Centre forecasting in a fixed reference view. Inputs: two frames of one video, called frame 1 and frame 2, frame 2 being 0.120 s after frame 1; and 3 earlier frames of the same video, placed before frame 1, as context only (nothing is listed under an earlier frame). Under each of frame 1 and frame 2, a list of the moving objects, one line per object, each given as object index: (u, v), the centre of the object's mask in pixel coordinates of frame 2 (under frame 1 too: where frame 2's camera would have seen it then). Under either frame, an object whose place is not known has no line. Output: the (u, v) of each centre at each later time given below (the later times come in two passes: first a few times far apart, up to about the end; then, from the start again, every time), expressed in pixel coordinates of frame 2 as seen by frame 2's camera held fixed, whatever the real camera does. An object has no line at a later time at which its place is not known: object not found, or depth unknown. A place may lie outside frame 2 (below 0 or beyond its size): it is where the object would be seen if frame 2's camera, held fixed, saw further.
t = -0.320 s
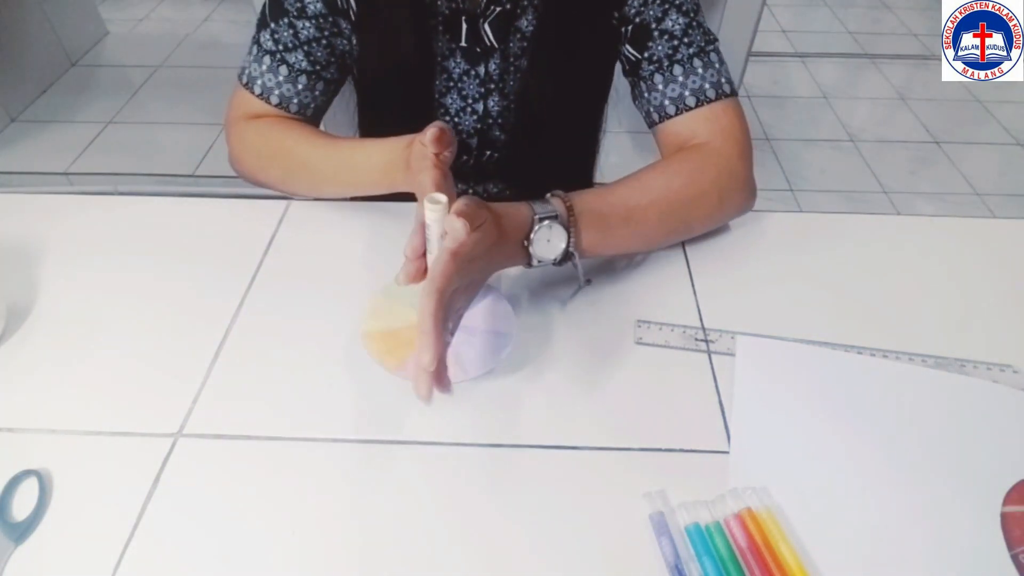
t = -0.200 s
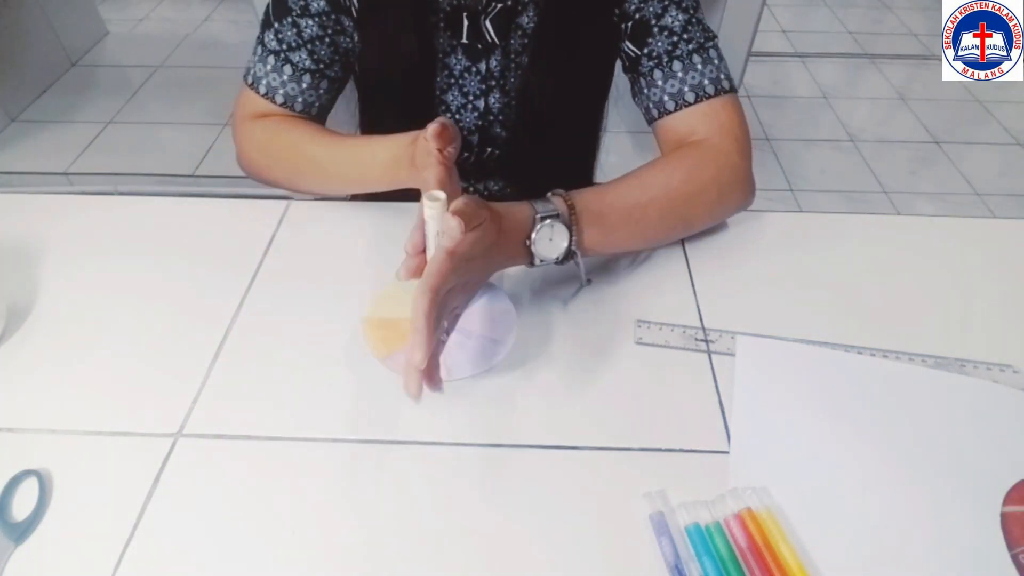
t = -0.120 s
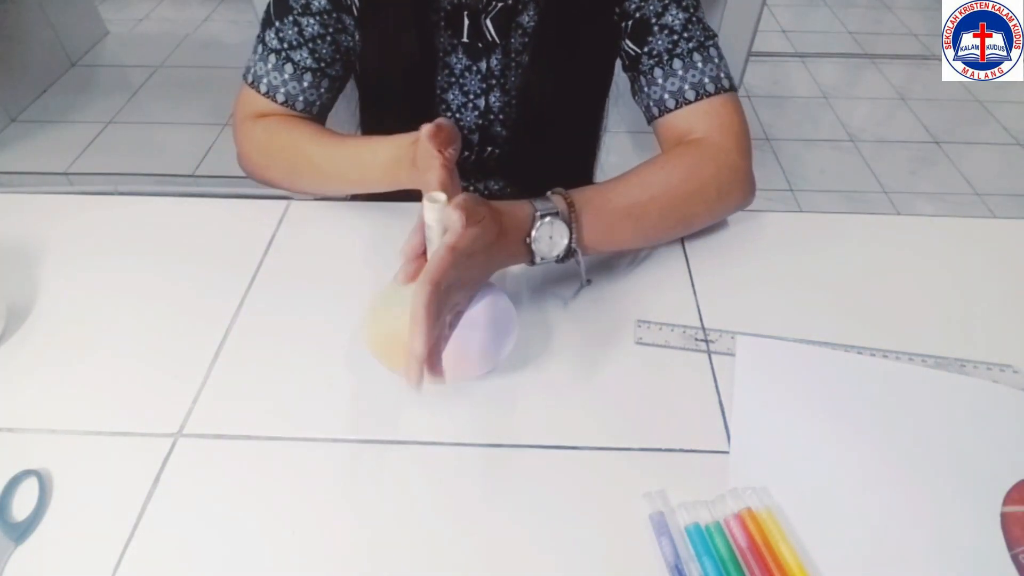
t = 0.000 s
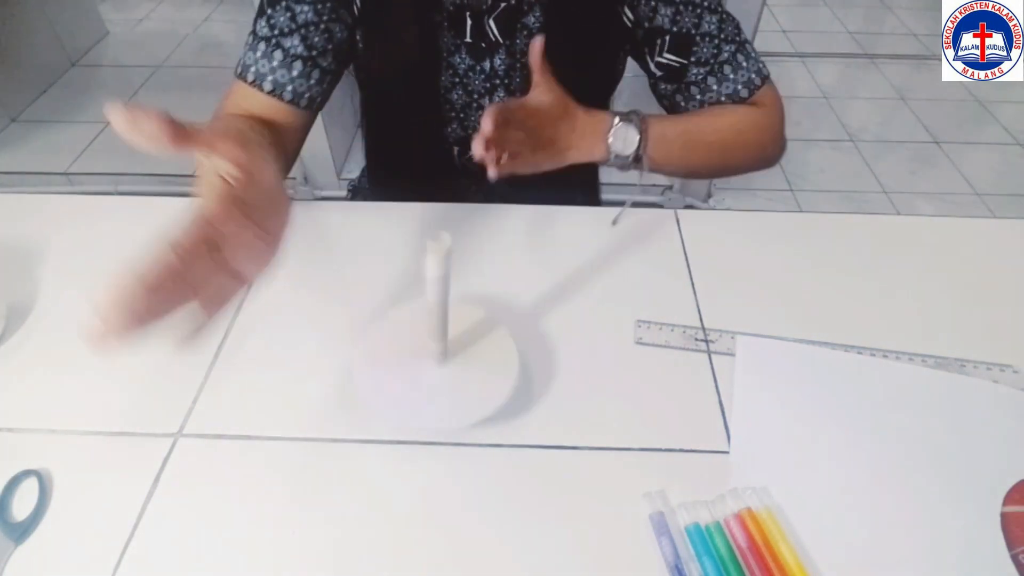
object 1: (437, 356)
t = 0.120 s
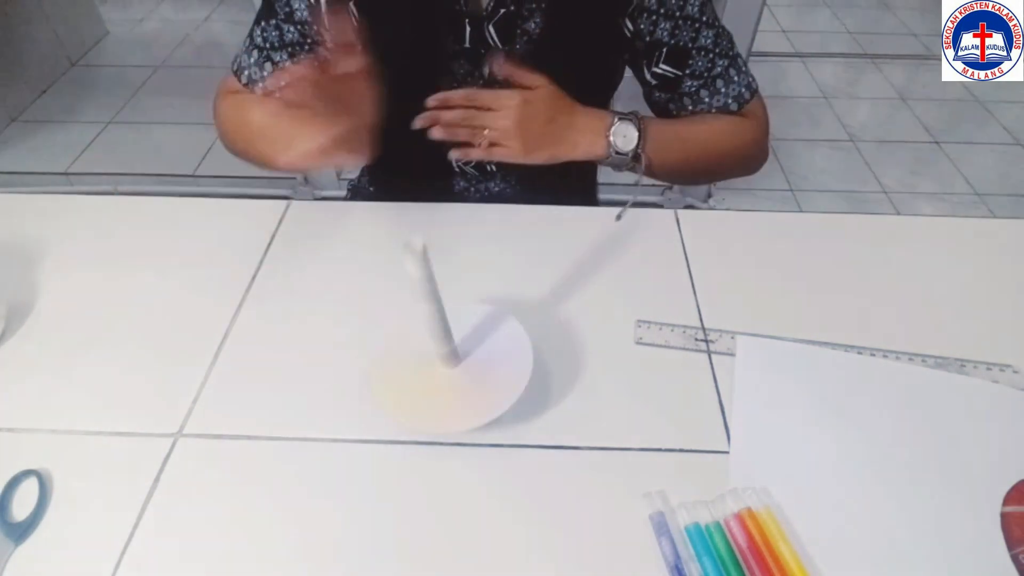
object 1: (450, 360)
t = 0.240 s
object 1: (452, 354)
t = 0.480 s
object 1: (457, 337)
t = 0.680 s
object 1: (436, 331)
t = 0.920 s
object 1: (434, 335)
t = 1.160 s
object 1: (440, 331)
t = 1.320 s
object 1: (446, 320)
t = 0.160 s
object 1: (449, 358)
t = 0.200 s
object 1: (455, 355)
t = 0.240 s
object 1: (452, 354)
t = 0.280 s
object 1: (458, 352)
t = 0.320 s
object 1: (460, 350)
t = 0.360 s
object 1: (461, 348)
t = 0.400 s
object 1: (455, 345)
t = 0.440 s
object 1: (450, 340)
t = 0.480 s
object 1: (457, 337)
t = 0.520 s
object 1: (450, 336)
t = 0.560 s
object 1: (450, 332)
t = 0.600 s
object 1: (447, 335)
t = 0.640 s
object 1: (441, 334)
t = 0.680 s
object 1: (436, 331)
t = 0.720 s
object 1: (438, 329)
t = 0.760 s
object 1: (434, 329)
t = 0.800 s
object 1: (436, 328)
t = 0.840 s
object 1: (440, 332)
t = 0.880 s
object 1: (438, 332)
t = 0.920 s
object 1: (434, 335)
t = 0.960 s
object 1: (435, 331)
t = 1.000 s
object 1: (441, 328)
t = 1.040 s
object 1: (443, 333)
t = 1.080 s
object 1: (442, 328)
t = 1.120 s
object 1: (445, 332)
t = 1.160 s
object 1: (440, 331)
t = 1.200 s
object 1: (442, 329)
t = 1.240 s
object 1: (444, 330)
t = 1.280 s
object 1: (440, 326)
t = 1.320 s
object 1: (446, 320)
